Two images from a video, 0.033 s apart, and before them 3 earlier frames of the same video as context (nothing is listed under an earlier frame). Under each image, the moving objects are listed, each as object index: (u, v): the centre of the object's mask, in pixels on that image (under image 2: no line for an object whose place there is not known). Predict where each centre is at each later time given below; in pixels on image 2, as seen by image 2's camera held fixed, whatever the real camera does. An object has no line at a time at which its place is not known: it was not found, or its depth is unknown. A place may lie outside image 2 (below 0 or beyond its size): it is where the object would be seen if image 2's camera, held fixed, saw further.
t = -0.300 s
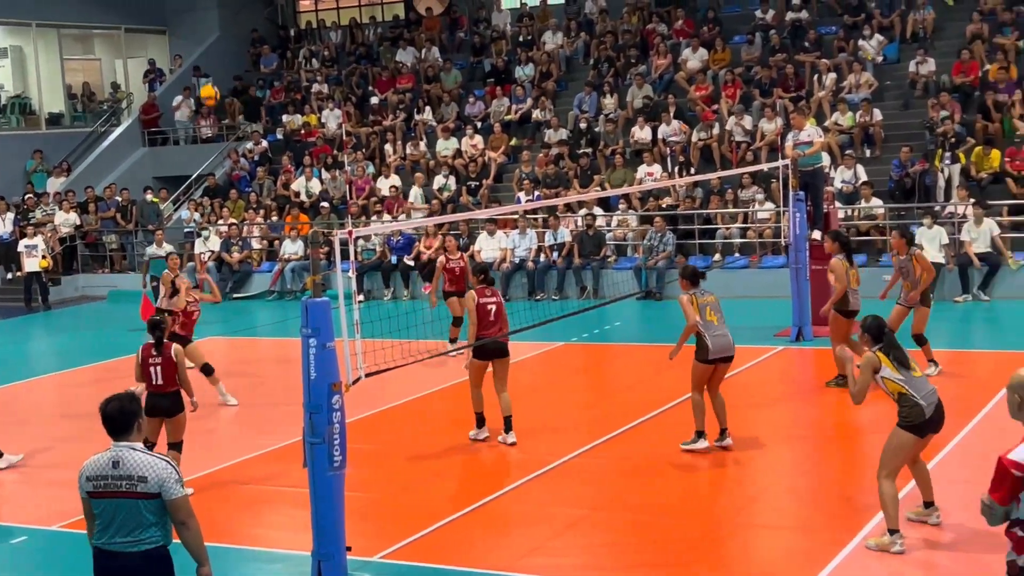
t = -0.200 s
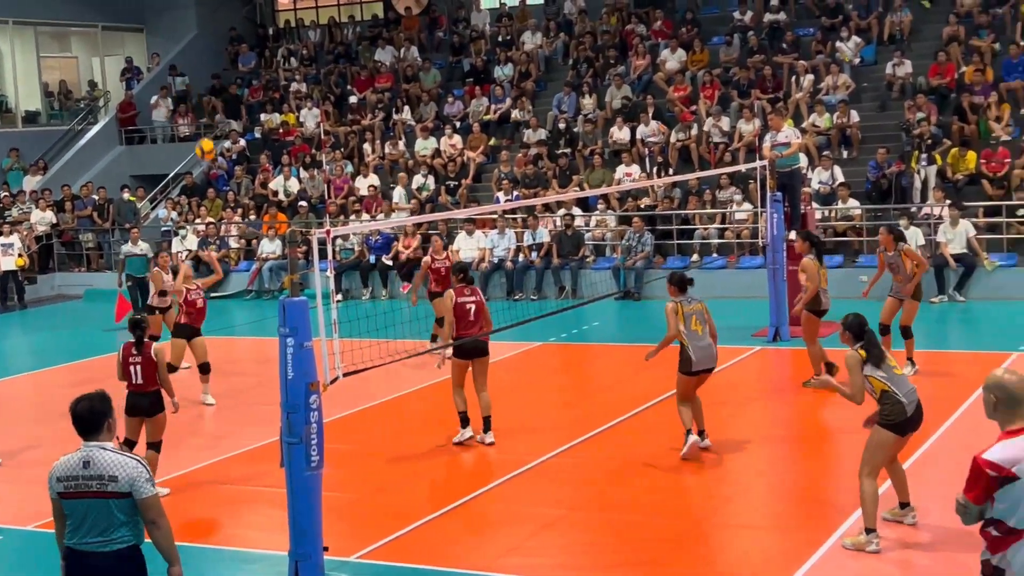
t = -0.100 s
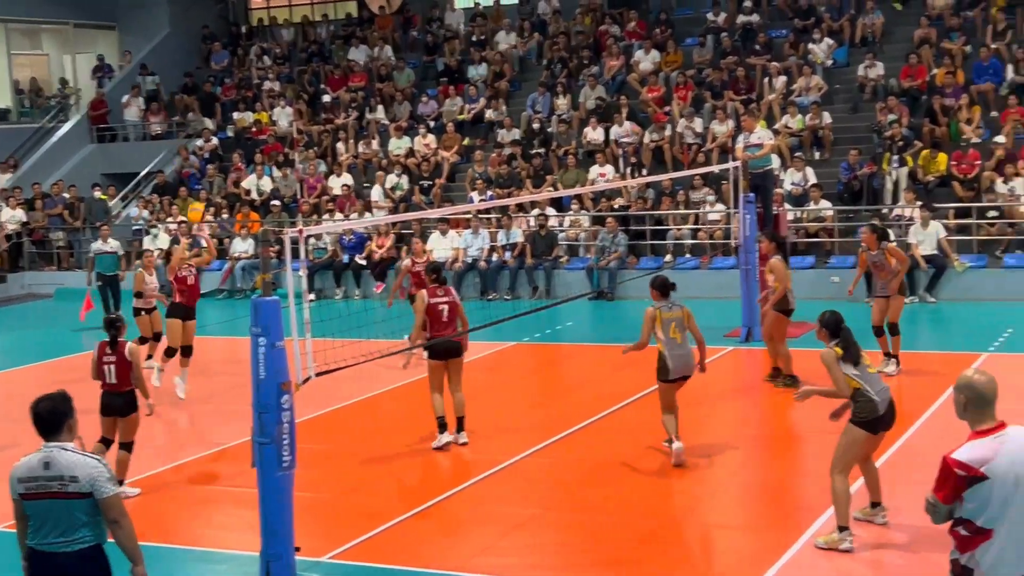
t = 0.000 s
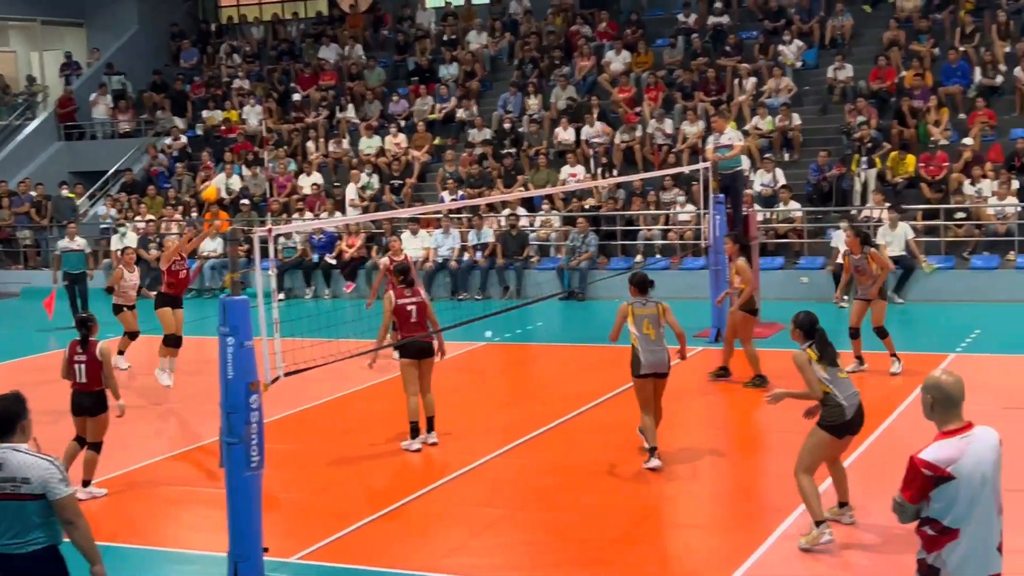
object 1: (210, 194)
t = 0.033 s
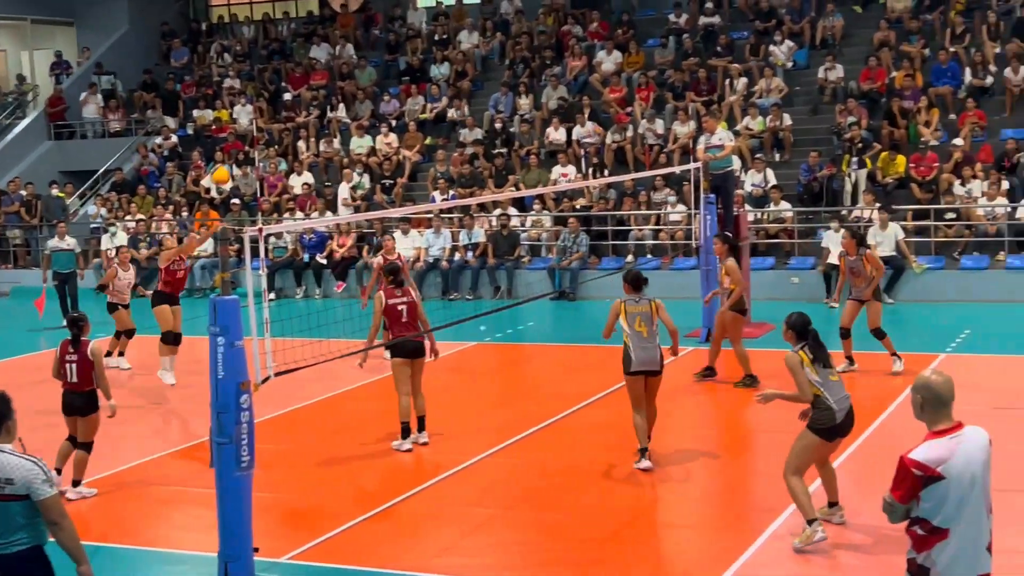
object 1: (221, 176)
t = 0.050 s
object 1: (231, 166)
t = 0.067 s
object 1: (241, 159)
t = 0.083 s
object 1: (249, 152)
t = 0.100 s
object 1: (261, 144)
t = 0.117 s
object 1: (270, 138)
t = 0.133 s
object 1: (279, 131)
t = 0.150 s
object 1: (290, 124)
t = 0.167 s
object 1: (301, 118)
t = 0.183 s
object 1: (311, 112)
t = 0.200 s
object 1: (322, 106)
